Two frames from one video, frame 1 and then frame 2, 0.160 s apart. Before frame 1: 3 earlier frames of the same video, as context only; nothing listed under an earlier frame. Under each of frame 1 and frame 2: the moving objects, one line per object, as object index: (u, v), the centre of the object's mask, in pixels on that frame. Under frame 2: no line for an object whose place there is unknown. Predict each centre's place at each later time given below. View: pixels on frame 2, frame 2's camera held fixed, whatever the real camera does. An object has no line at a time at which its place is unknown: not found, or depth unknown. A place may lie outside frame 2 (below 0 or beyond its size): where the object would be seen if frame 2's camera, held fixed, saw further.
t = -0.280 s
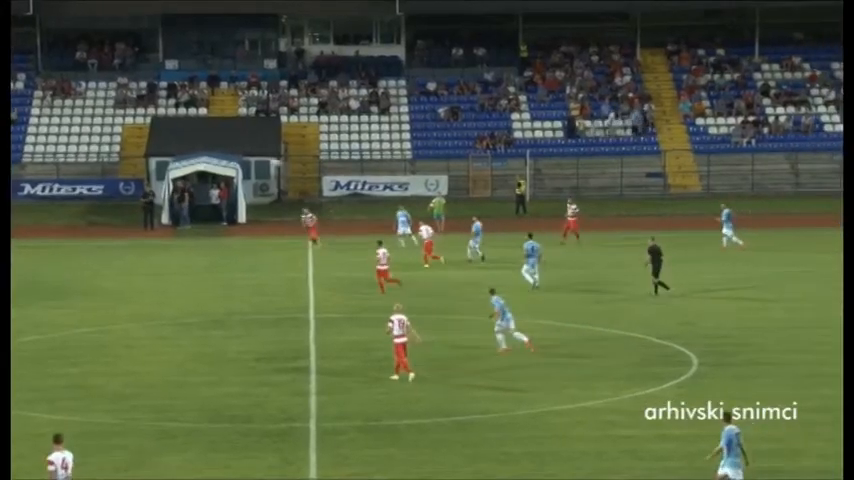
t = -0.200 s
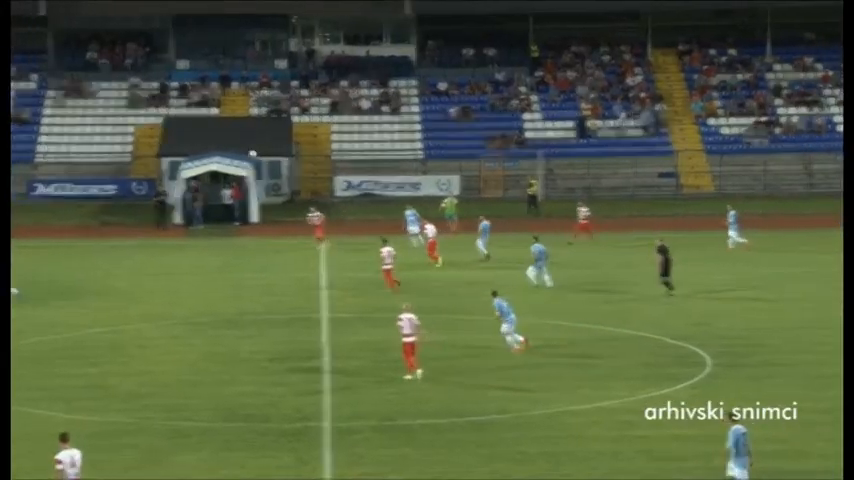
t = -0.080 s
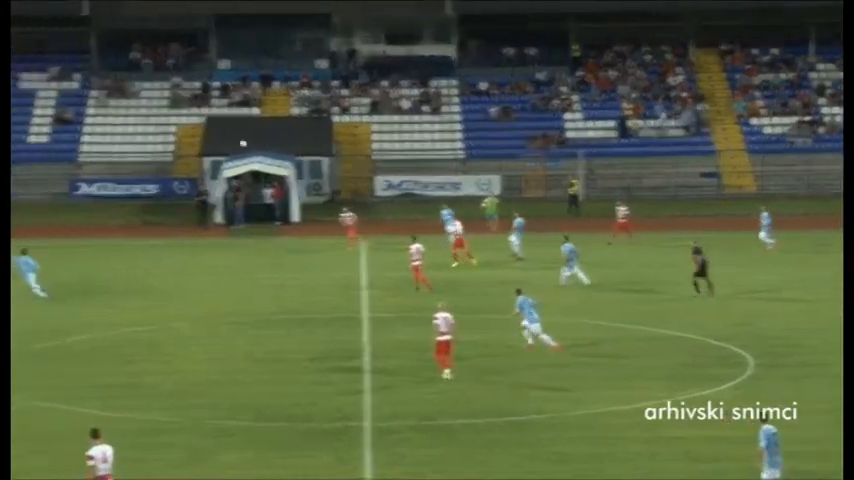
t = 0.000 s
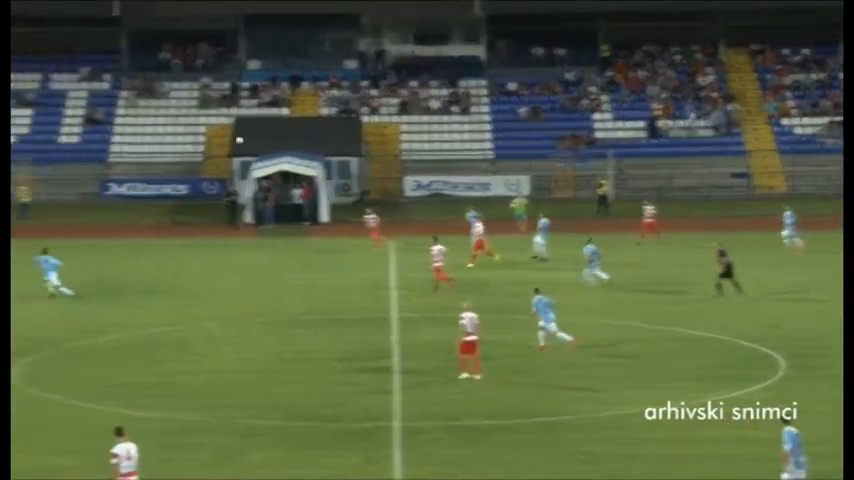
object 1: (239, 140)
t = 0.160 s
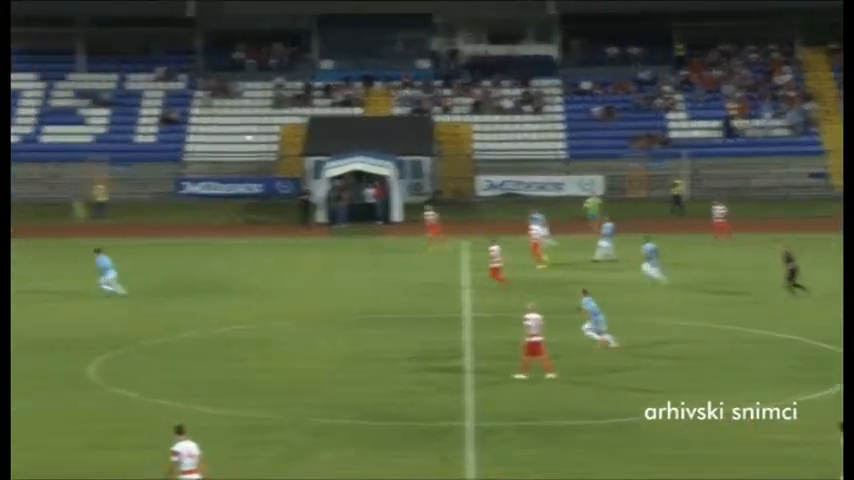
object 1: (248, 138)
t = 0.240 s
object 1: (218, 140)
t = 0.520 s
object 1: (112, 166)
